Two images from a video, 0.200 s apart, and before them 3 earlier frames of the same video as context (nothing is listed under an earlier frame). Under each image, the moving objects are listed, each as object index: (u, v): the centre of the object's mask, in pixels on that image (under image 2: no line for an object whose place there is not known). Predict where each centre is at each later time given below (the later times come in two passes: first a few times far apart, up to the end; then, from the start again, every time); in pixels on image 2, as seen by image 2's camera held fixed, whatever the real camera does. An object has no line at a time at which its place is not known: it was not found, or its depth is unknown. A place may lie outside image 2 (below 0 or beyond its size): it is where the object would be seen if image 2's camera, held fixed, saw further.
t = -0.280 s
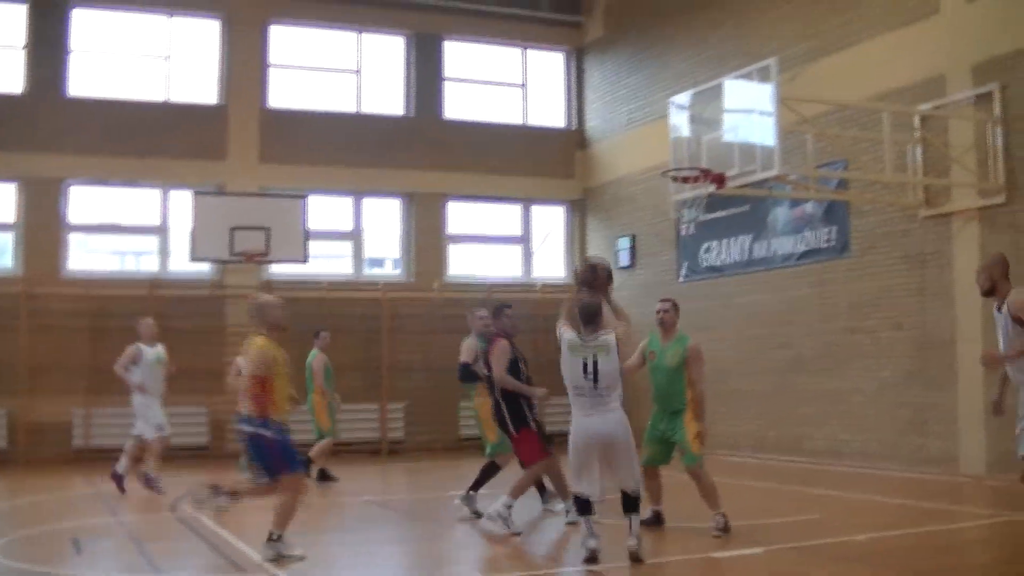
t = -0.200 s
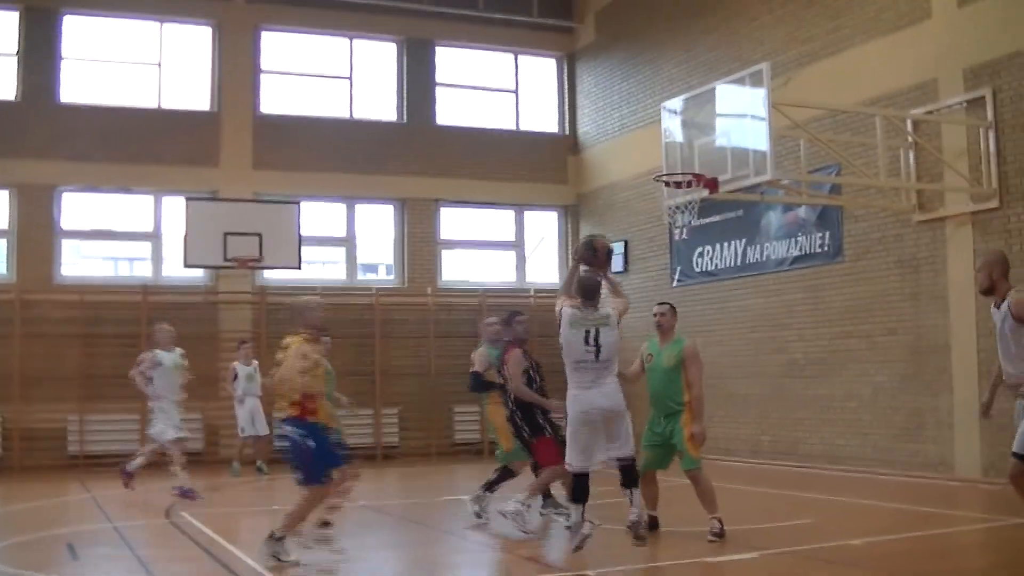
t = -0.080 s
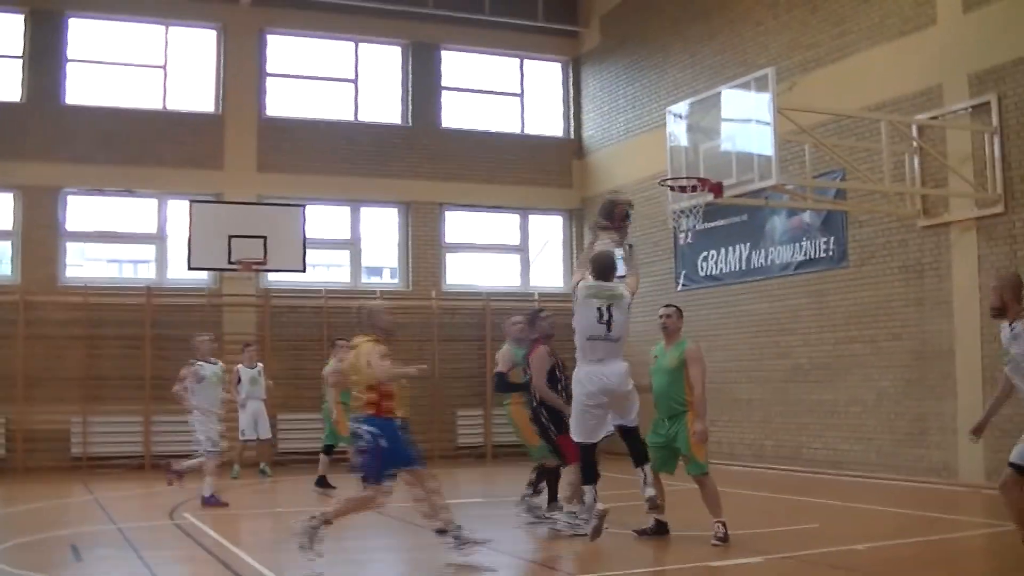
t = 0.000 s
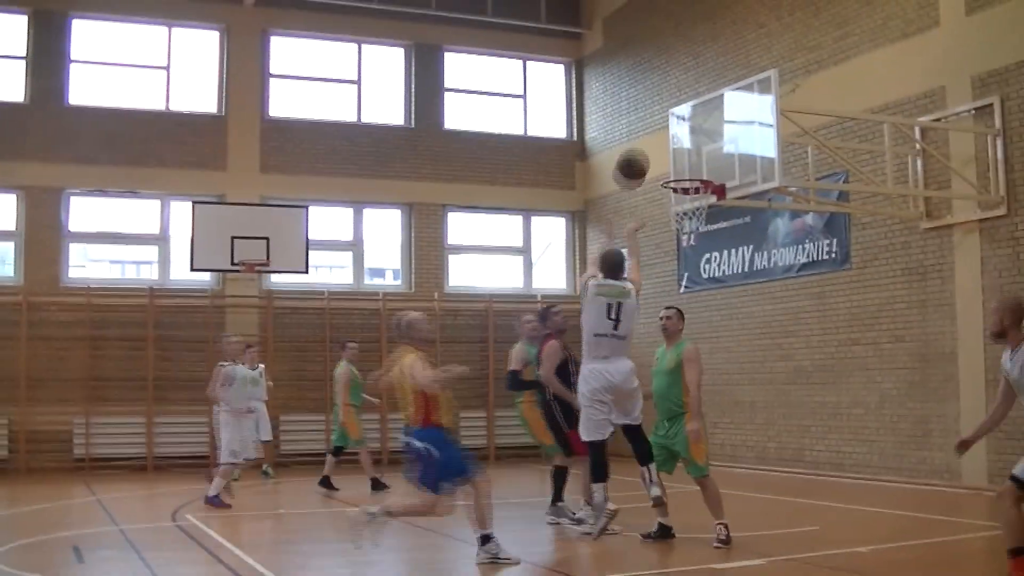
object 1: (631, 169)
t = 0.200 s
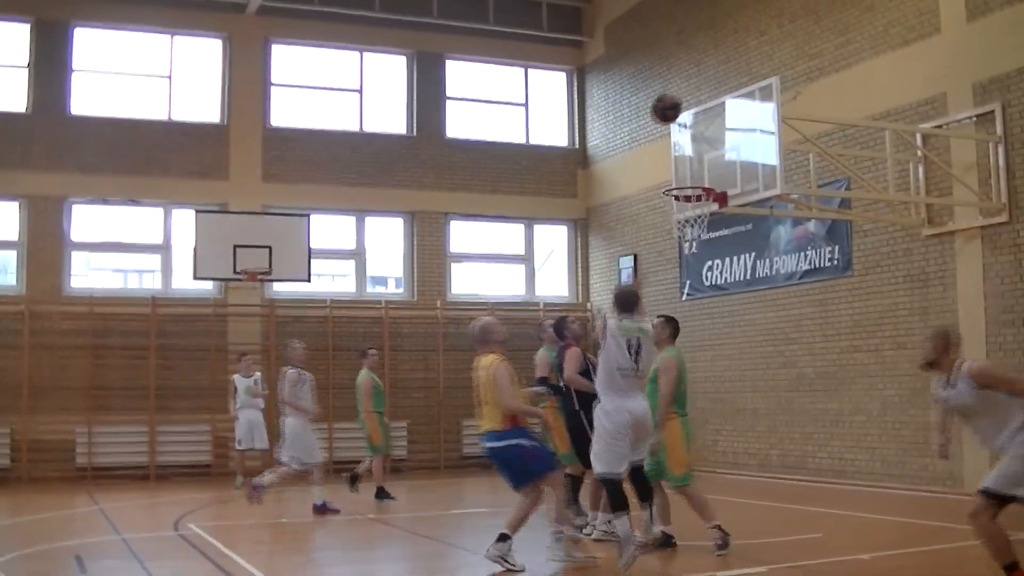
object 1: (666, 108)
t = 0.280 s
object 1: (678, 98)
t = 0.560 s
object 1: (715, 118)
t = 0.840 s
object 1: (679, 183)
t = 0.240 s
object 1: (672, 102)
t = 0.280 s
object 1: (678, 98)
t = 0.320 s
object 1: (684, 95)
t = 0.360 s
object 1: (689, 95)
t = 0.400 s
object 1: (694, 96)
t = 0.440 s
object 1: (700, 100)
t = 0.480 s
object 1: (705, 104)
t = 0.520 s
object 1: (710, 111)
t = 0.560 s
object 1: (715, 118)
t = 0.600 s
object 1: (720, 128)
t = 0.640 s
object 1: (724, 137)
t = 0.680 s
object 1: (720, 147)
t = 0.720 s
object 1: (709, 155)
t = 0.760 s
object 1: (698, 166)
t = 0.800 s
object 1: (688, 177)
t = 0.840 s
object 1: (679, 183)
